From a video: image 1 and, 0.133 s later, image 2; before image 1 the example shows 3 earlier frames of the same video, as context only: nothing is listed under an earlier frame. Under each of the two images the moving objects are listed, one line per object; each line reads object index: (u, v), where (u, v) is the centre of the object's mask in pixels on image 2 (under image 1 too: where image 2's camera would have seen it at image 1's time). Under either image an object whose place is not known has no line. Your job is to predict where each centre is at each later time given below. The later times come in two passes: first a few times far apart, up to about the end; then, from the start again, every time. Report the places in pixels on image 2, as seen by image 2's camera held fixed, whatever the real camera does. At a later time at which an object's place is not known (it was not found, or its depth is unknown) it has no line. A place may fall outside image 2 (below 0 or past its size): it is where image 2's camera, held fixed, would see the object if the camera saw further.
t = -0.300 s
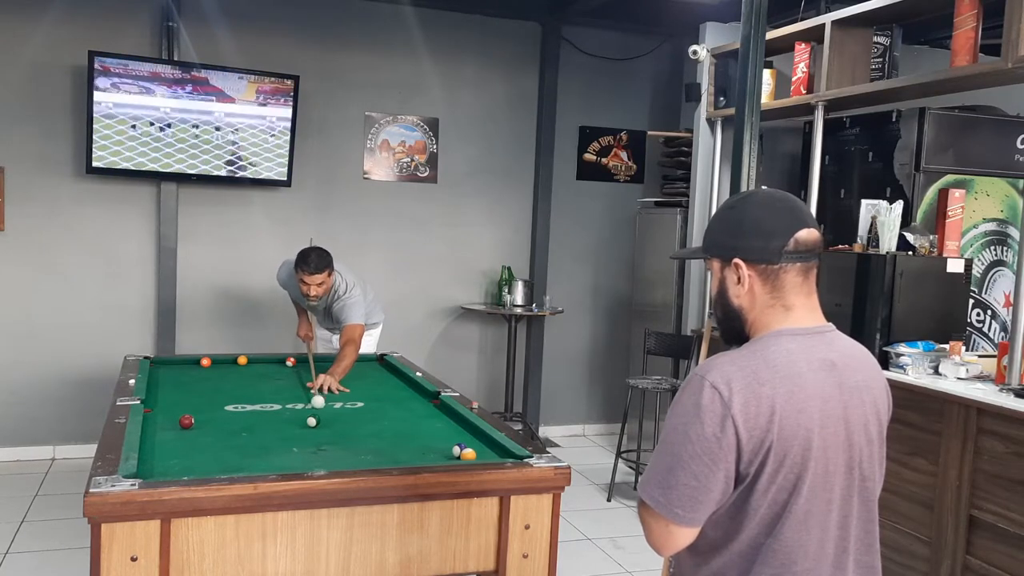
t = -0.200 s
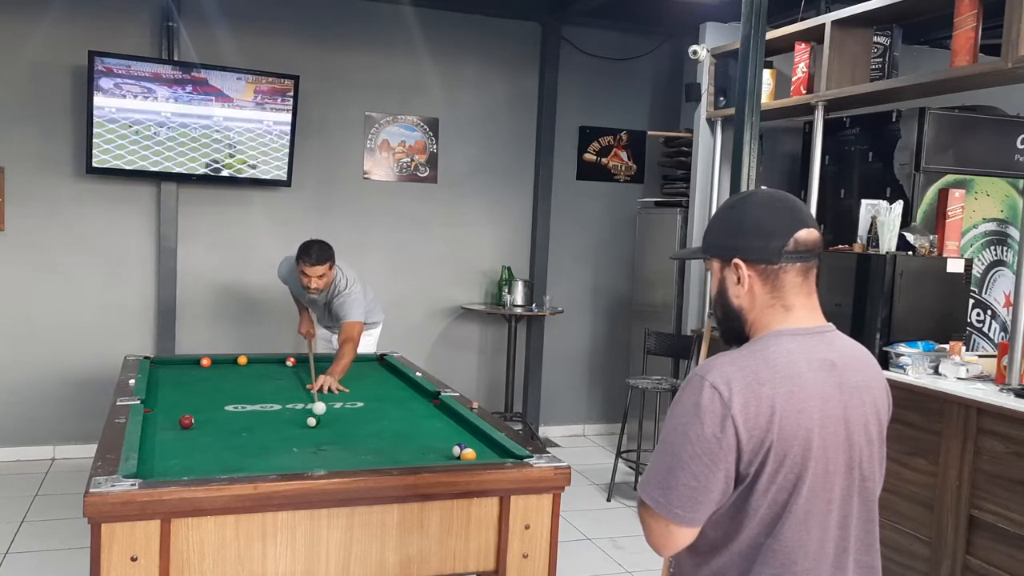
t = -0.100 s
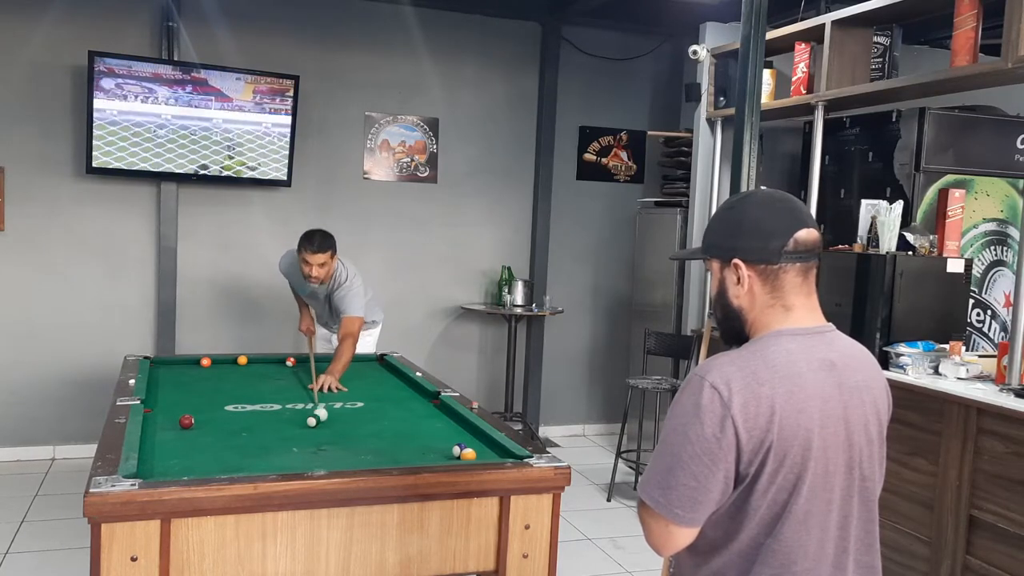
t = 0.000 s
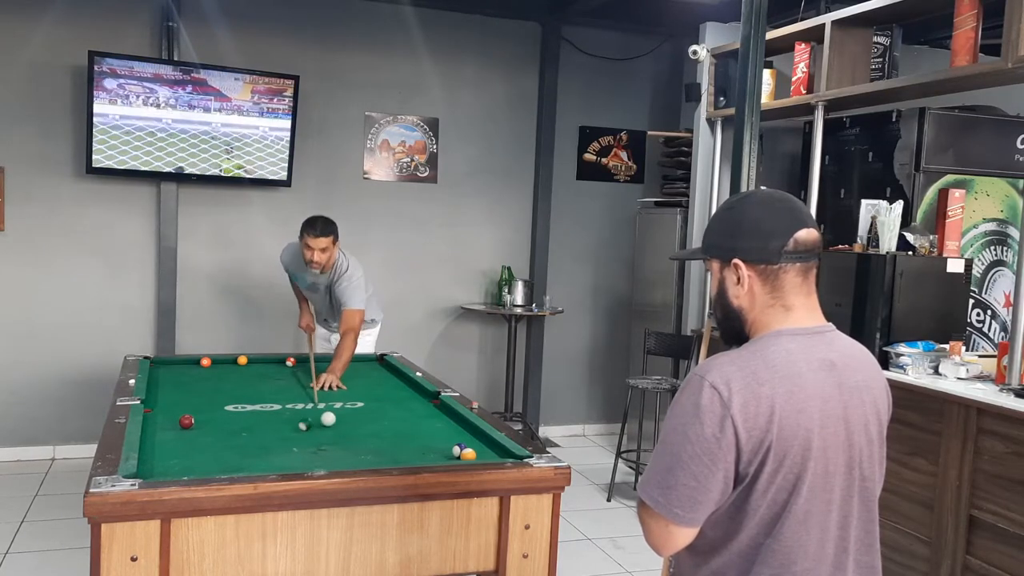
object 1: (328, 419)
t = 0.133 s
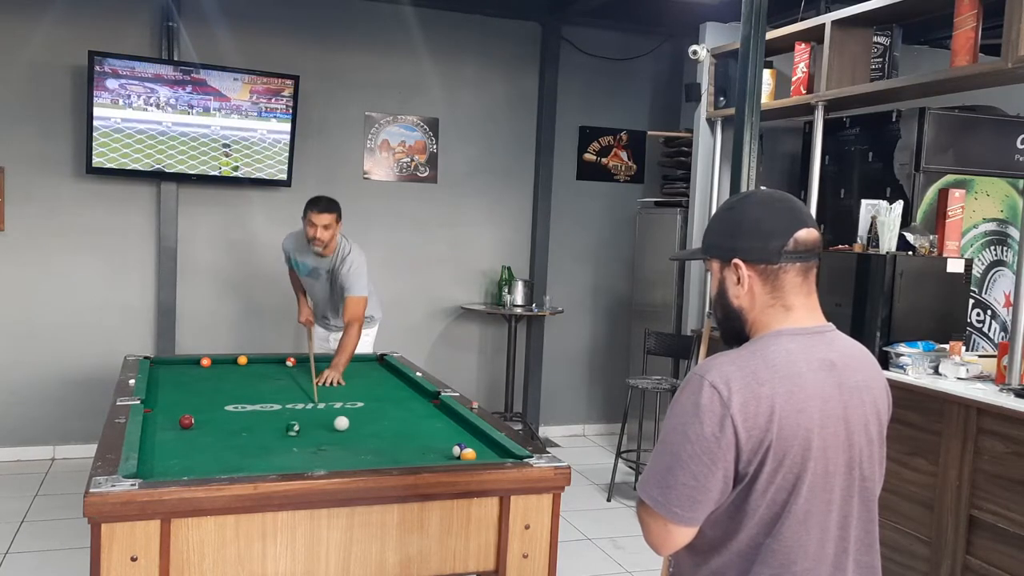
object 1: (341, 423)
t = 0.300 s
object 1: (358, 429)
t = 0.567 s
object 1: (386, 438)
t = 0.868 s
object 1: (418, 449)
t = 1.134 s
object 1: (448, 456)
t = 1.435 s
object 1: (455, 455)
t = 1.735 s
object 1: (449, 452)
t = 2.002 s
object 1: (443, 450)
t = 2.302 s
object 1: (438, 448)
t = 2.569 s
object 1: (435, 447)
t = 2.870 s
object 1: (432, 445)
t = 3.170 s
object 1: (430, 444)
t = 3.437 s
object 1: (430, 444)
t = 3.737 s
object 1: (430, 444)
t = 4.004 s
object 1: (430, 444)
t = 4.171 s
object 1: (430, 444)
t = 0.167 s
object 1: (344, 424)
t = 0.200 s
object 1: (348, 425)
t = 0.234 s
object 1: (351, 426)
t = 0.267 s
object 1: (354, 428)
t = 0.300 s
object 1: (358, 429)
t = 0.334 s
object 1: (361, 430)
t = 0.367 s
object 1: (365, 431)
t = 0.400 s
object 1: (368, 432)
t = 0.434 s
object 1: (372, 433)
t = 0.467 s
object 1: (375, 435)
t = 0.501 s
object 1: (379, 436)
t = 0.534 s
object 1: (382, 437)
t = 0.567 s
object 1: (386, 438)
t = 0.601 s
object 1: (389, 439)
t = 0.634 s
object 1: (393, 440)
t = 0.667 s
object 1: (396, 441)
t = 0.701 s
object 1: (400, 443)
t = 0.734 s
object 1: (404, 444)
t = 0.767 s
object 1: (407, 445)
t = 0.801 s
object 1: (411, 446)
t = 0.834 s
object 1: (415, 448)
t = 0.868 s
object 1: (418, 449)
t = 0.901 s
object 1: (422, 450)
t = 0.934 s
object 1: (426, 451)
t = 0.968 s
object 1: (429, 452)
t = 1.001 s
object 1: (433, 453)
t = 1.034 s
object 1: (437, 453)
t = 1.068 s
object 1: (440, 454)
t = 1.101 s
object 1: (444, 455)
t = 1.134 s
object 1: (448, 456)
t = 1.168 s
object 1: (451, 456)
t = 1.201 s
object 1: (455, 457)
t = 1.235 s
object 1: (457, 457)
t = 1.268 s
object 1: (458, 456)
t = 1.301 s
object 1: (458, 456)
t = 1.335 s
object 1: (457, 456)
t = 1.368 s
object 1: (457, 455)
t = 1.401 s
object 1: (456, 455)
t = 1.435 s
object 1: (455, 455)
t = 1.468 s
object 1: (455, 454)
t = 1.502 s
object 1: (454, 454)
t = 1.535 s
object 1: (453, 454)
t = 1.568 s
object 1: (453, 453)
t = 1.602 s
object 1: (452, 453)
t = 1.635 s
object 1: (452, 453)
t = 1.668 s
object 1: (451, 452)
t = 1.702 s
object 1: (451, 452)
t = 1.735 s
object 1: (449, 452)
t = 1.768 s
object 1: (448, 452)
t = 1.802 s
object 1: (447, 451)
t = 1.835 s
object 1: (447, 451)
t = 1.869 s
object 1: (446, 451)
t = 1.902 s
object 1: (445, 451)
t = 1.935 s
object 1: (444, 451)
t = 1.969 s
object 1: (444, 450)
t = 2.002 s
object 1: (443, 450)
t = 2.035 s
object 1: (442, 450)
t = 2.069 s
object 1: (442, 450)
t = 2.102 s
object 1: (441, 449)
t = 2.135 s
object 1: (441, 449)
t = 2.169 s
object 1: (440, 449)
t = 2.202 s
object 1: (439, 449)
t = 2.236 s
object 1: (439, 449)
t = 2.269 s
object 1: (438, 448)
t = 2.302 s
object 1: (438, 448)
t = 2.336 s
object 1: (437, 448)
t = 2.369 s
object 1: (437, 448)
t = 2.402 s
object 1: (437, 448)
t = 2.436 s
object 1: (436, 448)
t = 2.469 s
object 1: (436, 447)
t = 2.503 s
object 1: (435, 447)
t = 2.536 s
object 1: (435, 447)
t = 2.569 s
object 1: (435, 447)
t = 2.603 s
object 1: (434, 446)
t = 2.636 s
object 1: (434, 446)
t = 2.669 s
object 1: (434, 446)
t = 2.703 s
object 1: (433, 446)
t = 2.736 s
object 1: (433, 446)
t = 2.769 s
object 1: (433, 446)
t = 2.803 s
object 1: (432, 445)
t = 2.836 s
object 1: (432, 445)
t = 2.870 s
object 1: (432, 445)
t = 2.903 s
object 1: (432, 445)
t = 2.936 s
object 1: (432, 445)
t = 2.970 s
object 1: (431, 445)
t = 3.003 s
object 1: (431, 445)
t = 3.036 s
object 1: (431, 445)
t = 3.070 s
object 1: (431, 445)
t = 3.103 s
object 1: (431, 445)
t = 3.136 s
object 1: (430, 444)
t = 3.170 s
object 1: (430, 444)
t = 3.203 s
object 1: (430, 444)
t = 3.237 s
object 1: (430, 444)
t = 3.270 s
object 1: (430, 444)
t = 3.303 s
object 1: (430, 444)
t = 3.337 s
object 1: (430, 444)
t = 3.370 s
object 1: (430, 444)
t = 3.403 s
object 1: (430, 444)
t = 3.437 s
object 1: (430, 444)
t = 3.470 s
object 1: (430, 444)
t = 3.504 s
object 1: (430, 444)
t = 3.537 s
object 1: (430, 444)
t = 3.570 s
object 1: (430, 444)
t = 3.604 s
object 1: (430, 444)
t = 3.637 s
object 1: (430, 444)
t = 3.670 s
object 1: (430, 444)
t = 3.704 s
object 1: (430, 444)
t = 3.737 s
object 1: (430, 444)
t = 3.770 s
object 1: (430, 444)
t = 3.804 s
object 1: (430, 444)
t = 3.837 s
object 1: (430, 444)
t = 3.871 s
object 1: (430, 444)
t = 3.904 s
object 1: (430, 444)
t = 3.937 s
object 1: (430, 444)
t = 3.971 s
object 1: (430, 444)
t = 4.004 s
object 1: (430, 444)
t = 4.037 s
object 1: (430, 444)
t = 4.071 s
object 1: (430, 443)
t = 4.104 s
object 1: (430, 444)
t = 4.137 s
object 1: (430, 444)
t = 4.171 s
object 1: (430, 444)
